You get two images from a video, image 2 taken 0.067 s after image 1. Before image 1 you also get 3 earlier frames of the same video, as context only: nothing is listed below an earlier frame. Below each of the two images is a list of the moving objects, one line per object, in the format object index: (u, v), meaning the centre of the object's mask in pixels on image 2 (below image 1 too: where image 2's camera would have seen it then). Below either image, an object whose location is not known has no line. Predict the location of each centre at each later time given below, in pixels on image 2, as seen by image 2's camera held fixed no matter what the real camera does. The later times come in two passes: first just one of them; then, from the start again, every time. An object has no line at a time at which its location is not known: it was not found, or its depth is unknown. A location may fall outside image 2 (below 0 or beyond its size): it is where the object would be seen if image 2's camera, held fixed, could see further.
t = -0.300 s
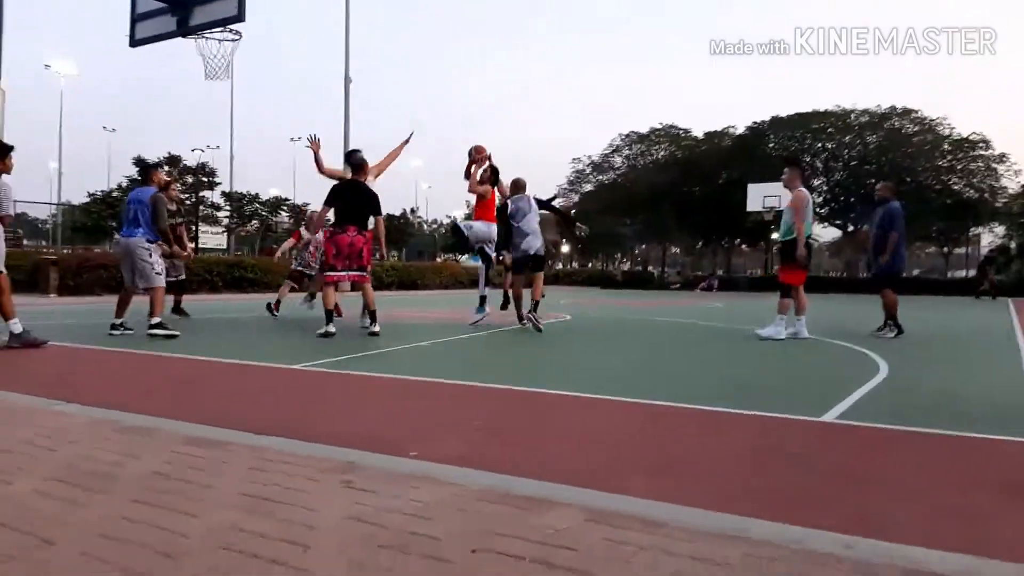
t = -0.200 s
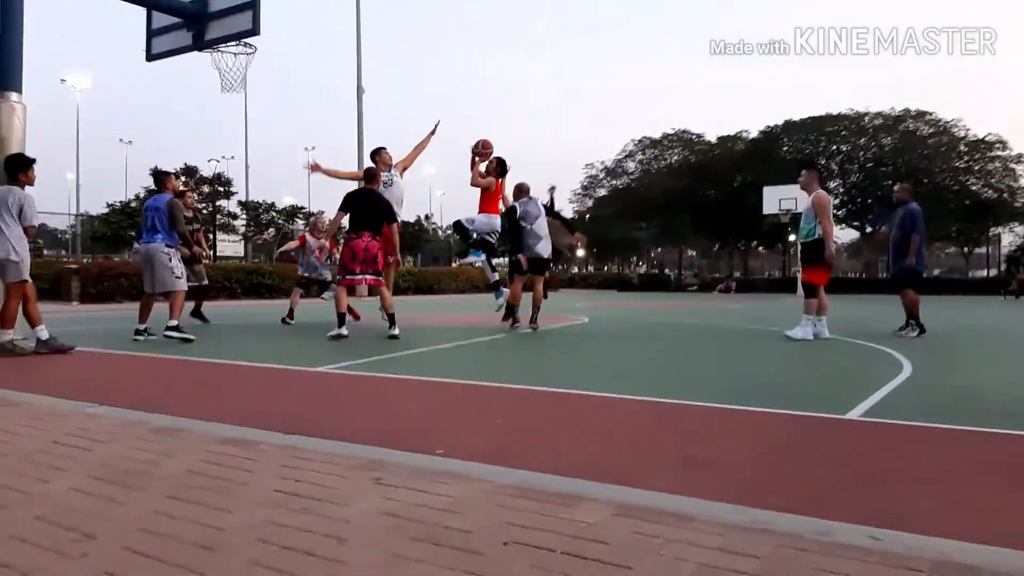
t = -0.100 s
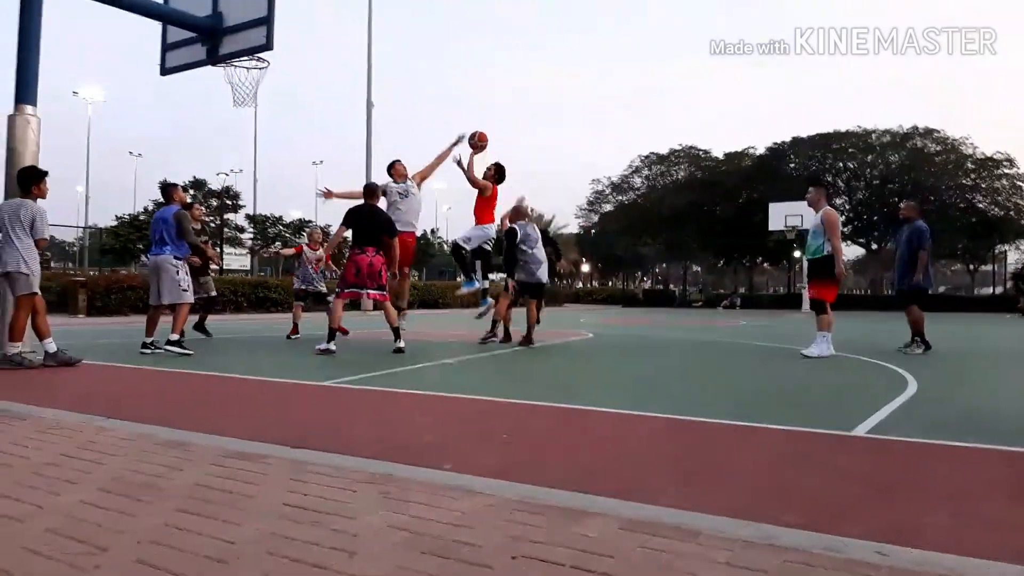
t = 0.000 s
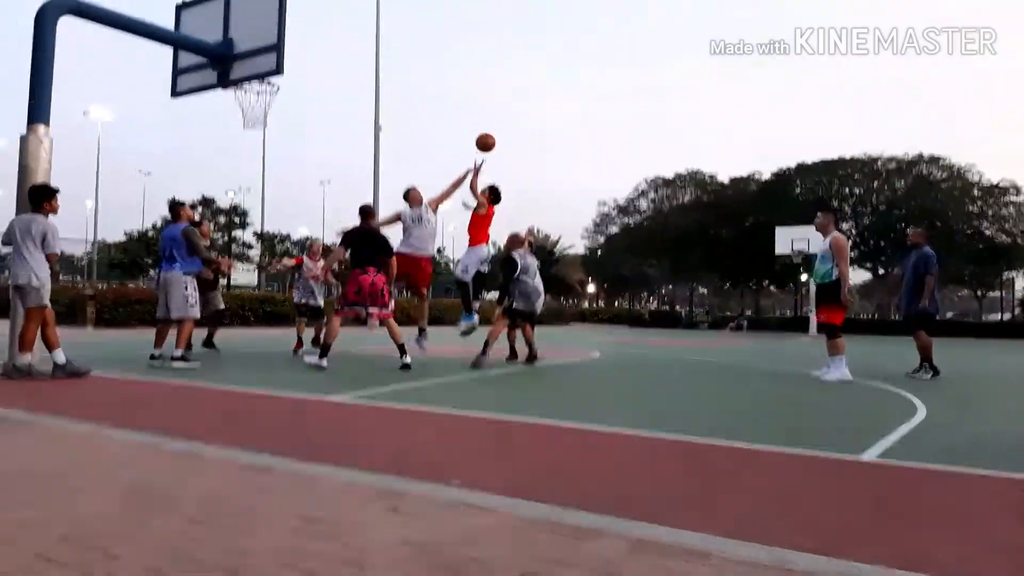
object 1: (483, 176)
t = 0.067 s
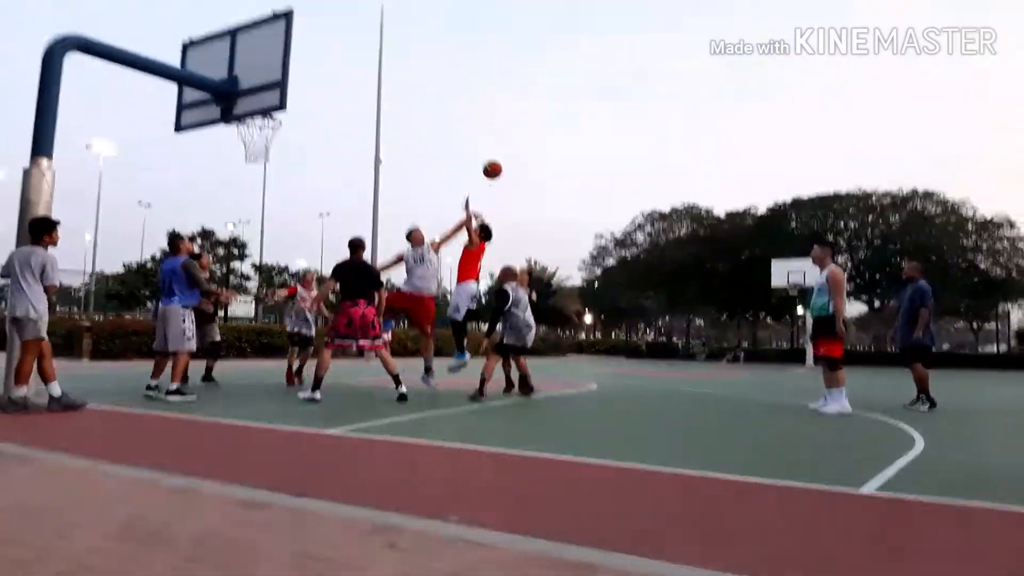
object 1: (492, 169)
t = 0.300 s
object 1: (520, 165)
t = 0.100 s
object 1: (498, 166)
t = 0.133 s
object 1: (502, 161)
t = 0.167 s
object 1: (506, 160)
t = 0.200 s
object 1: (508, 161)
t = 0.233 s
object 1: (510, 160)
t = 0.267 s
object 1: (515, 160)
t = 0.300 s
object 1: (520, 165)
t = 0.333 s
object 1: (523, 165)
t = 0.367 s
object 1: (525, 170)
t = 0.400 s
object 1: (530, 177)
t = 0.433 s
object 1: (534, 180)
